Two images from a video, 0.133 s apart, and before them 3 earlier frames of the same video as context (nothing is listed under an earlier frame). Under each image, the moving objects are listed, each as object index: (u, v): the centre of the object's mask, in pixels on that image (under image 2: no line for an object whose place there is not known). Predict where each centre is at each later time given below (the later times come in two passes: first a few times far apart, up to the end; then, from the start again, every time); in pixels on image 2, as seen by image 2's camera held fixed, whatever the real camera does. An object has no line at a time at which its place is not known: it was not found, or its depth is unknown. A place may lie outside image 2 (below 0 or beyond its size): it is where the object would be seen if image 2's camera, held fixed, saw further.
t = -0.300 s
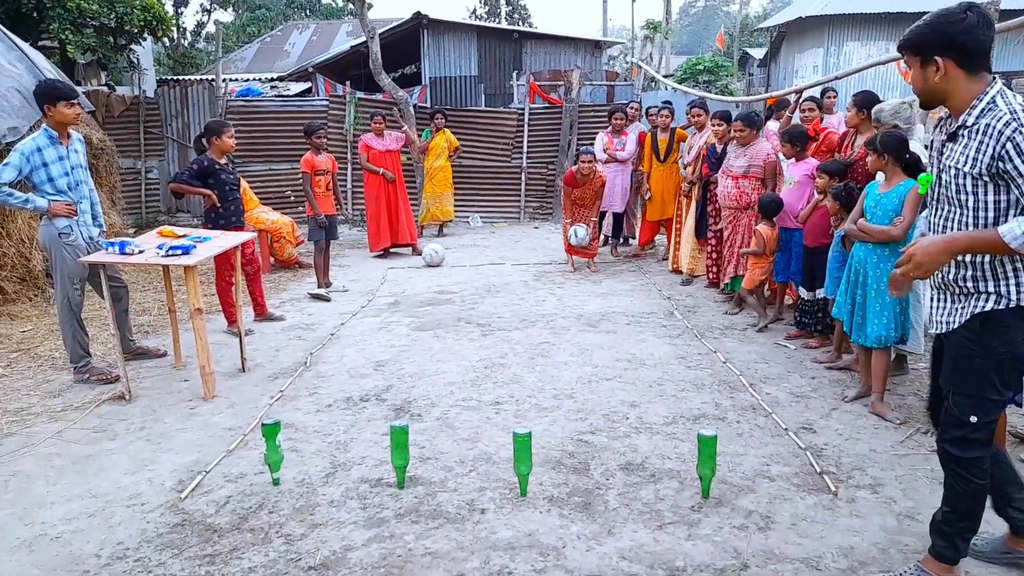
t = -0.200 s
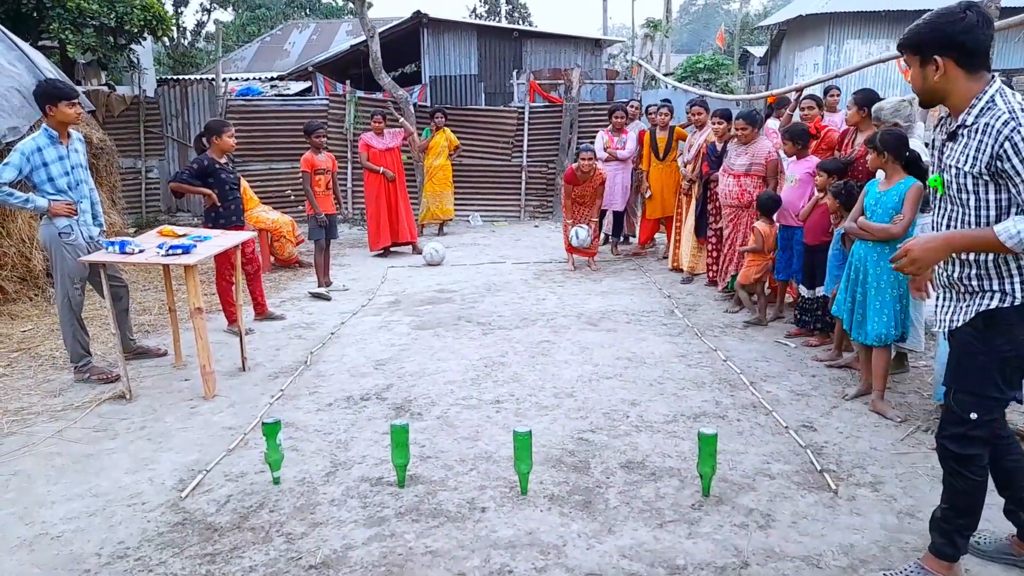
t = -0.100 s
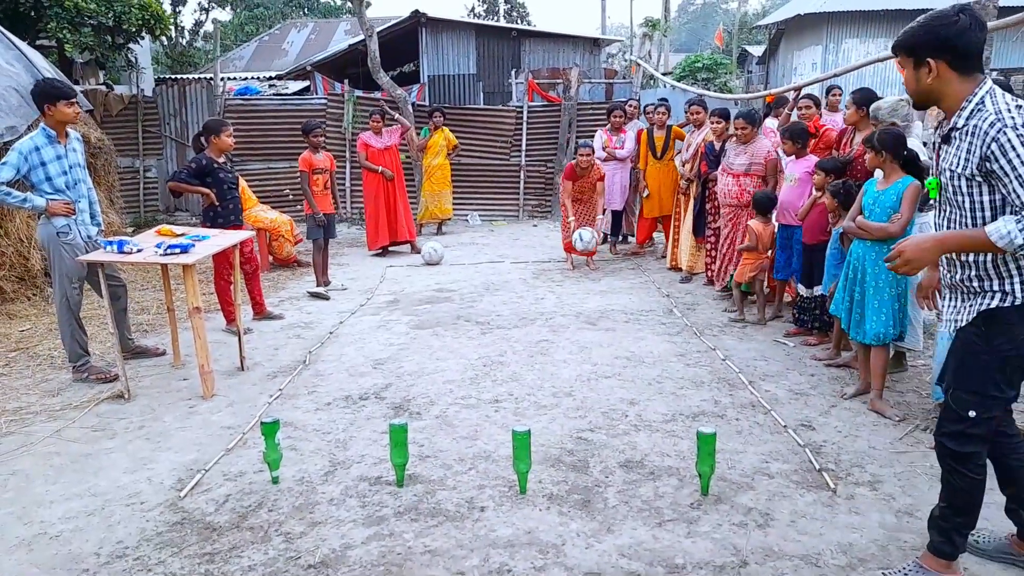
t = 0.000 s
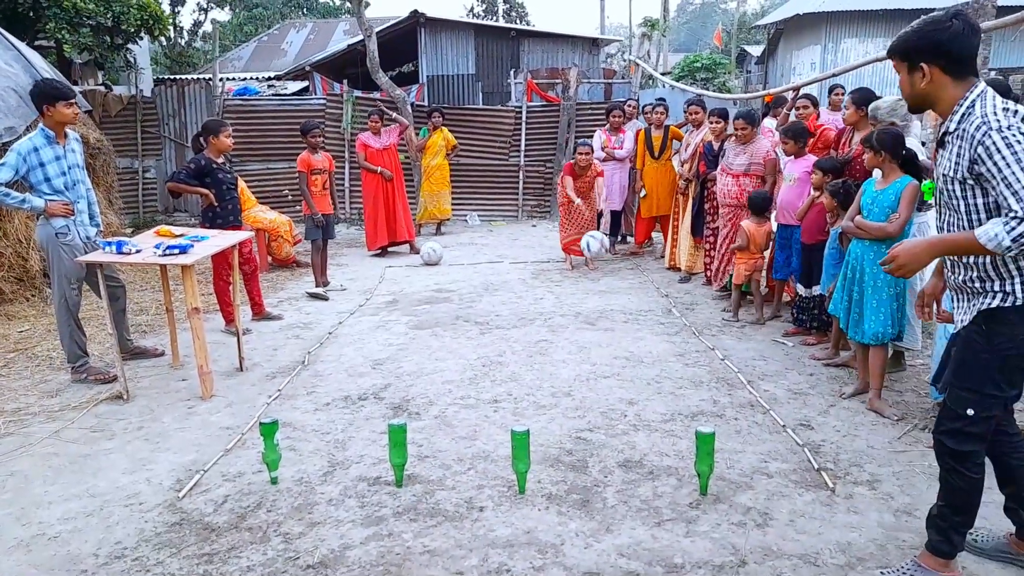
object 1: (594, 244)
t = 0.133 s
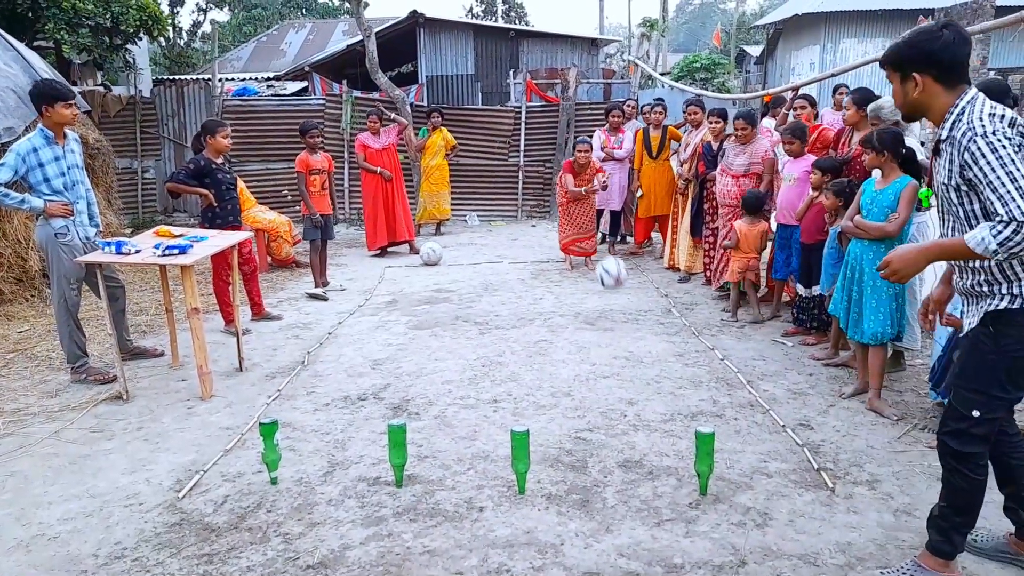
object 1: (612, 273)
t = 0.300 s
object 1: (636, 318)
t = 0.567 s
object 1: (671, 325)
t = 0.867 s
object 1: (726, 411)
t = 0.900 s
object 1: (734, 417)
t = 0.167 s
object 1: (617, 284)
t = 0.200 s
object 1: (622, 299)
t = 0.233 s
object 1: (628, 318)
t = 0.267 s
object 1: (632, 325)
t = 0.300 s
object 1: (636, 318)
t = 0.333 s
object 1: (640, 312)
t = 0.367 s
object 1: (645, 308)
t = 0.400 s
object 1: (649, 306)
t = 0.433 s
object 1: (653, 306)
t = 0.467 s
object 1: (658, 308)
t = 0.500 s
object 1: (662, 312)
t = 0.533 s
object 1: (667, 318)
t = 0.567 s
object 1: (671, 325)
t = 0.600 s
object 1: (676, 335)
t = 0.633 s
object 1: (682, 348)
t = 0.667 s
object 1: (688, 365)
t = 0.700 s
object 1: (693, 384)
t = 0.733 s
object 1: (699, 405)
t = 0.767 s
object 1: (705, 409)
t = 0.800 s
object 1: (712, 407)
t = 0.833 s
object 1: (719, 408)
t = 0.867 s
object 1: (726, 411)
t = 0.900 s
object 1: (734, 417)
